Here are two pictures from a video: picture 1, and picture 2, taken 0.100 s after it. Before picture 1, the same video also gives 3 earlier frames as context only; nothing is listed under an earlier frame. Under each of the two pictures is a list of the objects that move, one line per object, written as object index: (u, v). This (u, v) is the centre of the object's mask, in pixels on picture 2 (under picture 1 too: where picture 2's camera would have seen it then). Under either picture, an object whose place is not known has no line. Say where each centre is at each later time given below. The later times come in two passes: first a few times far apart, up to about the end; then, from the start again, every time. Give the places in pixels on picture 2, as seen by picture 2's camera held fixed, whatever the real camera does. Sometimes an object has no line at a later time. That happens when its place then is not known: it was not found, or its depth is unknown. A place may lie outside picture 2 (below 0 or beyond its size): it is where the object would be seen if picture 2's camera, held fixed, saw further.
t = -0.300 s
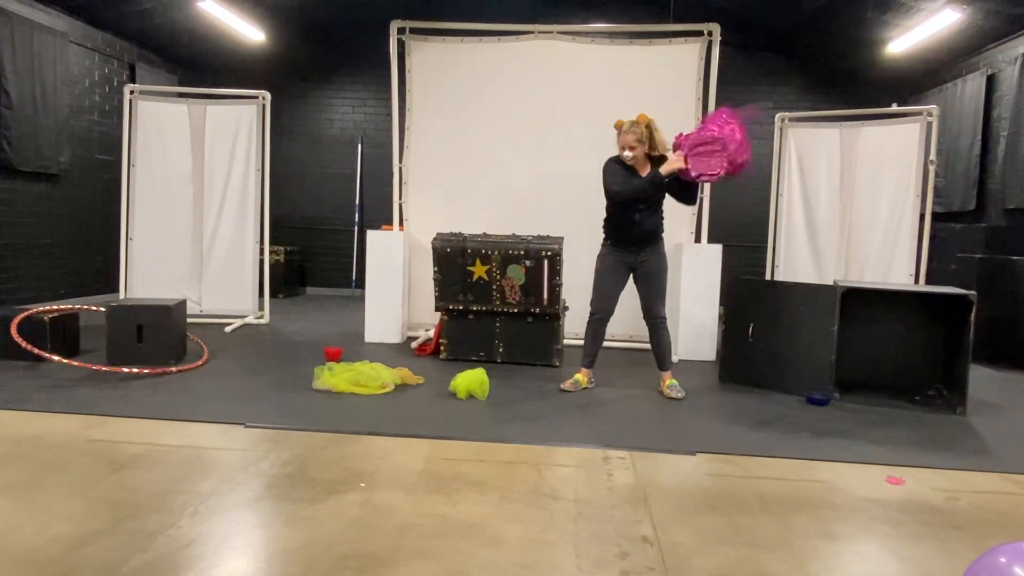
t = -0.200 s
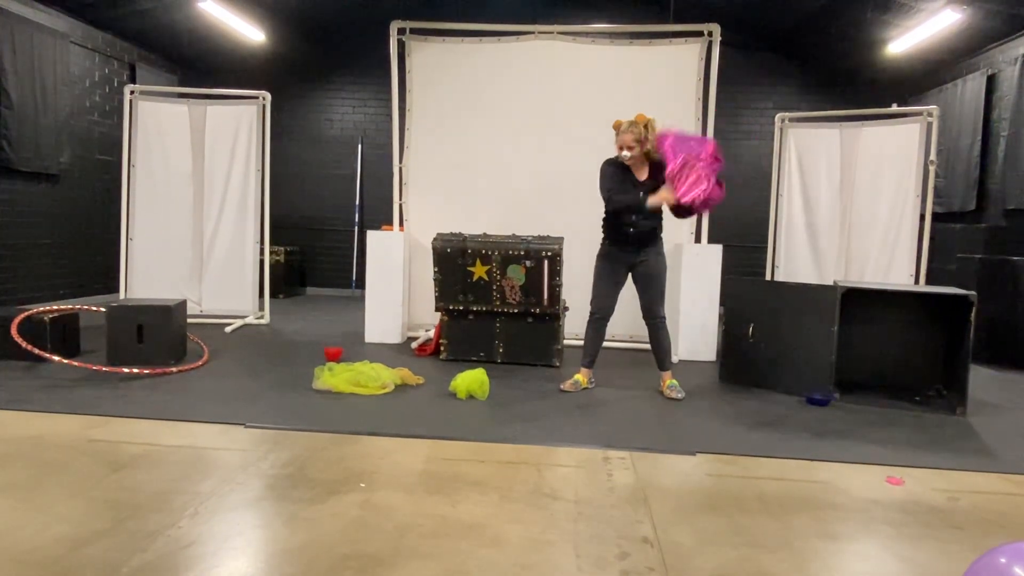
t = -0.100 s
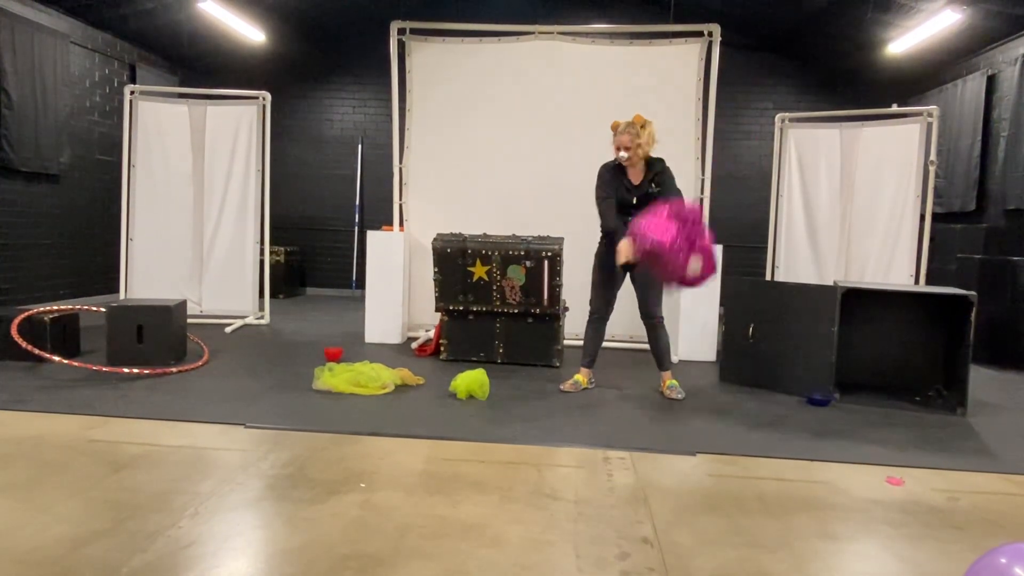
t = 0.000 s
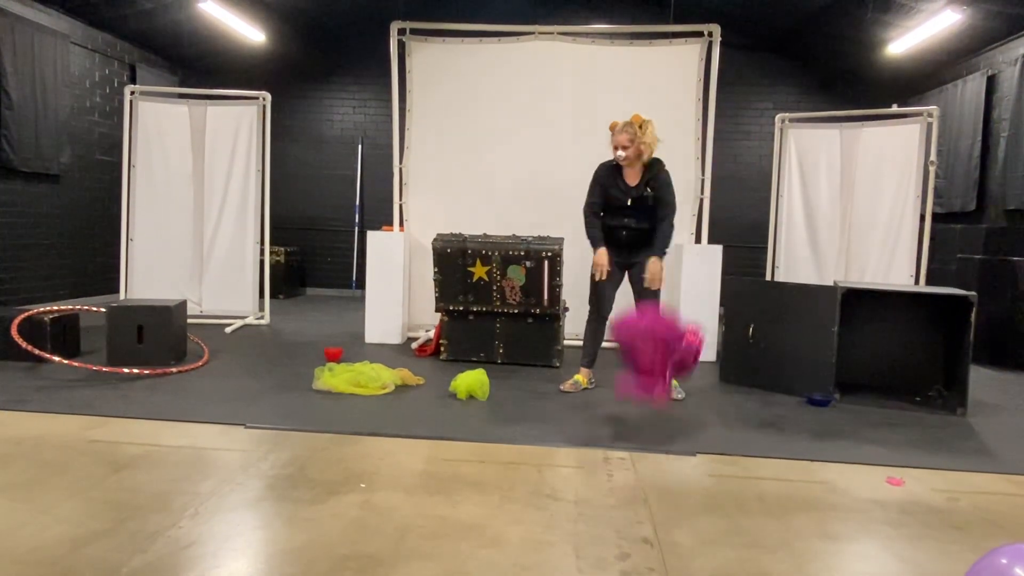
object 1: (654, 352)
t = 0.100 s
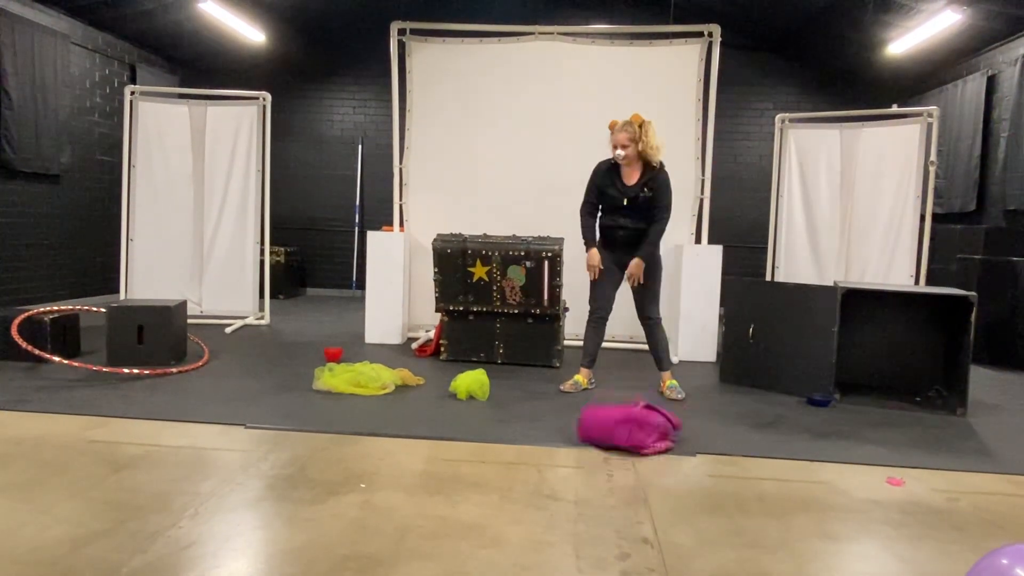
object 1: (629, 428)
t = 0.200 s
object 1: (621, 423)
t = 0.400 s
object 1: (605, 426)
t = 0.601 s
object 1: (604, 436)
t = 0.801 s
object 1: (608, 436)
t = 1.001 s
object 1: (612, 438)
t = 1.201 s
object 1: (612, 441)
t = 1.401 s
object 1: (612, 441)
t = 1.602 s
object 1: (612, 441)
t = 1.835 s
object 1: (612, 441)
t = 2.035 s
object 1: (612, 441)
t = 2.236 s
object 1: (612, 441)
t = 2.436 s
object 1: (612, 441)
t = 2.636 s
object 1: (612, 441)
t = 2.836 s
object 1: (612, 441)
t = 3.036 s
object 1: (612, 441)
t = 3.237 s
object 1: (612, 441)
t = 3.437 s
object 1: (612, 441)
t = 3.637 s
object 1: (612, 441)
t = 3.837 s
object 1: (612, 441)
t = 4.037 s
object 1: (612, 441)
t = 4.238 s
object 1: (611, 441)
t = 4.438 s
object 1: (612, 441)
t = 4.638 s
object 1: (612, 441)
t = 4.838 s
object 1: (611, 441)
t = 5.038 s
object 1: (611, 441)
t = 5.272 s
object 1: (612, 441)
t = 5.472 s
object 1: (611, 441)
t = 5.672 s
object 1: (611, 441)
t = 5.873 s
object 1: (612, 441)
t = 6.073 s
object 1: (611, 441)
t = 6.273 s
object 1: (612, 441)
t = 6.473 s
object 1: (612, 441)
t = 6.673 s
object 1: (612, 441)
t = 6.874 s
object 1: (612, 441)
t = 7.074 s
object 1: (611, 441)
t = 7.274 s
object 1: (611, 441)
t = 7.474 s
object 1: (610, 441)
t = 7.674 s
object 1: (611, 441)
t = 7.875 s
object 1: (612, 441)
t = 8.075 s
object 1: (612, 441)
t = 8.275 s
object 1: (612, 441)
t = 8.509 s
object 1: (611, 441)
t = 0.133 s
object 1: (628, 426)
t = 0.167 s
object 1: (625, 425)
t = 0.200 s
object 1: (621, 423)
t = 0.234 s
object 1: (618, 422)
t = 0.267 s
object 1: (615, 423)
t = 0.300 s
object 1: (613, 423)
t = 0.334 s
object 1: (610, 423)
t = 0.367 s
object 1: (608, 424)
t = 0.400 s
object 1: (605, 426)
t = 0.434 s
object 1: (603, 428)
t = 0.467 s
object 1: (602, 429)
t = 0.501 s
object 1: (602, 432)
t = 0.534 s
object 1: (603, 434)
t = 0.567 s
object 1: (604, 435)
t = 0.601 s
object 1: (604, 436)
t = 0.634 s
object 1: (605, 436)
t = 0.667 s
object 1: (606, 436)
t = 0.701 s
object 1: (606, 436)
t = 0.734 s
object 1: (607, 436)
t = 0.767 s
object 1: (608, 436)
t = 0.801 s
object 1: (608, 436)
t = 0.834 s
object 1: (609, 436)
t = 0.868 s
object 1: (610, 436)
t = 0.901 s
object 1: (611, 437)
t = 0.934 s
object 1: (611, 437)
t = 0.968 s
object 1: (611, 438)
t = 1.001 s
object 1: (612, 438)
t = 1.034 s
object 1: (612, 439)
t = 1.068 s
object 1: (612, 440)
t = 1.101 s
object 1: (612, 440)
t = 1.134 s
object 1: (612, 441)
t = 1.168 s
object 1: (612, 441)
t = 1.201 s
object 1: (612, 441)
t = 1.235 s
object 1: (612, 441)
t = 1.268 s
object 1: (612, 441)
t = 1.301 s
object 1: (612, 441)
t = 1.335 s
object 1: (612, 441)
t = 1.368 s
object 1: (612, 441)
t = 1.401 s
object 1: (612, 441)
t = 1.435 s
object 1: (612, 441)
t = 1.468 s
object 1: (613, 441)
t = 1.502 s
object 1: (612, 441)
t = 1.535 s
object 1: (612, 441)
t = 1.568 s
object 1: (612, 441)
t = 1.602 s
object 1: (612, 441)
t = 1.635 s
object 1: (612, 441)
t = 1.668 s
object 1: (612, 441)
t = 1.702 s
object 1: (612, 441)
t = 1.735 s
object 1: (612, 441)
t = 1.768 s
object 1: (612, 441)
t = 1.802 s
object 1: (612, 441)
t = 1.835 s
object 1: (612, 441)
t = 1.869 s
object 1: (612, 441)
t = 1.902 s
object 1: (612, 441)
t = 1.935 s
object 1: (612, 441)
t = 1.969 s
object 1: (612, 441)
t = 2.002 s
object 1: (612, 441)
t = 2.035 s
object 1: (612, 441)
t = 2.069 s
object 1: (612, 441)
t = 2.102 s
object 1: (612, 441)
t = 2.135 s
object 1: (612, 441)
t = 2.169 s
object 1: (612, 441)
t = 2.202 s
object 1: (612, 441)
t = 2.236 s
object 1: (612, 441)
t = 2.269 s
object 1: (612, 441)
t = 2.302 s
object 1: (612, 441)
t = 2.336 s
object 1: (612, 441)
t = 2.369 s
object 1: (612, 441)
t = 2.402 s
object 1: (612, 441)
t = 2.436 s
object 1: (612, 441)
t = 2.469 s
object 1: (612, 441)
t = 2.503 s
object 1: (612, 441)
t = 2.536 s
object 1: (612, 441)
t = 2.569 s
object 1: (612, 441)
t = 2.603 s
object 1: (612, 441)
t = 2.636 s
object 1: (612, 441)
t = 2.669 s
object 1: (612, 441)
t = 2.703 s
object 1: (612, 441)
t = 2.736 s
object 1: (612, 441)
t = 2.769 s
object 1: (612, 441)
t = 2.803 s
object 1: (612, 441)
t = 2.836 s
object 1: (612, 441)
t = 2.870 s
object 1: (612, 441)
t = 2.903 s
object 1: (612, 441)
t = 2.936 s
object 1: (612, 441)
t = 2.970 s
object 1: (612, 441)
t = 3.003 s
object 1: (612, 441)
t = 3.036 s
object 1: (612, 441)
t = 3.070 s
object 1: (612, 441)
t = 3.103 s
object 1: (612, 441)
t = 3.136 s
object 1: (612, 441)
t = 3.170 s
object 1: (612, 441)
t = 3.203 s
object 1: (612, 441)
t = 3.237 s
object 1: (612, 441)
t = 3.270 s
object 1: (612, 441)
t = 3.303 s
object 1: (612, 441)
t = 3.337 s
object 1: (612, 441)
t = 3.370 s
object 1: (612, 441)
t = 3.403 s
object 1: (612, 441)
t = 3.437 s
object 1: (612, 441)
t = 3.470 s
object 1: (612, 441)
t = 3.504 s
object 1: (612, 441)
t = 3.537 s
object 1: (612, 441)
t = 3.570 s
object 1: (612, 441)
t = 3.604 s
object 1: (612, 441)
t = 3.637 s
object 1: (612, 441)
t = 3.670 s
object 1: (612, 441)
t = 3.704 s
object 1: (612, 441)
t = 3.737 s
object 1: (612, 441)
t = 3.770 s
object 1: (612, 441)
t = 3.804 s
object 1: (612, 441)
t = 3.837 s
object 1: (612, 441)
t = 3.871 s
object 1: (612, 441)
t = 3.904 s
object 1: (612, 441)
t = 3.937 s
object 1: (611, 441)
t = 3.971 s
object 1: (611, 441)
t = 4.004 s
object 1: (611, 441)
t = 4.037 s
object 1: (612, 441)
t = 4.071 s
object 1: (612, 441)
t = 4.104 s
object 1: (612, 441)
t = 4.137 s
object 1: (612, 441)
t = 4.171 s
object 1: (612, 441)
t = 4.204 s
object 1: (612, 441)
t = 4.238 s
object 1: (611, 441)
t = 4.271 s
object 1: (612, 441)
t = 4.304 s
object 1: (612, 441)
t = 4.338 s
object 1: (612, 441)
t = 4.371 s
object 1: (612, 441)
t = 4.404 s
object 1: (612, 441)
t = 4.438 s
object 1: (612, 441)
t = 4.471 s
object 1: (612, 441)
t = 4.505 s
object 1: (611, 441)
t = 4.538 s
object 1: (612, 441)
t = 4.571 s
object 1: (612, 441)
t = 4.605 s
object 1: (612, 441)
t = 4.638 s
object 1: (612, 441)
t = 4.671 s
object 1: (612, 441)
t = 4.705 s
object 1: (612, 441)
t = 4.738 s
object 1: (611, 441)
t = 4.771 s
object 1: (611, 441)
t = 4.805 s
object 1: (611, 441)
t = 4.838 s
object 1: (611, 441)
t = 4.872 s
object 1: (611, 441)
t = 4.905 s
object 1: (611, 441)
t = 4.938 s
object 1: (611, 441)
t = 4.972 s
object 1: (611, 441)
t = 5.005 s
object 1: (611, 441)
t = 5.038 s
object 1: (611, 441)
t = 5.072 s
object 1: (611, 441)
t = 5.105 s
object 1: (611, 441)
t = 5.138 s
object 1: (611, 441)
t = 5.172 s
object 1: (611, 441)
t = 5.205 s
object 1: (612, 441)
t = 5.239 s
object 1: (612, 441)
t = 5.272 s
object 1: (612, 441)
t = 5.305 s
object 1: (612, 441)
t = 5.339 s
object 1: (612, 441)
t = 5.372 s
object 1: (611, 441)
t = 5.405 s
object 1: (612, 441)
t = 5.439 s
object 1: (612, 441)
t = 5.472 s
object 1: (611, 441)
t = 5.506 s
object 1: (611, 441)
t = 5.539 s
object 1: (611, 441)
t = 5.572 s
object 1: (611, 441)
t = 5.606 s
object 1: (611, 441)
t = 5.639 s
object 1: (611, 441)
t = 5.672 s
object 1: (611, 441)
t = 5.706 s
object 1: (611, 441)
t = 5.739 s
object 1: (611, 441)
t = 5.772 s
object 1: (611, 441)
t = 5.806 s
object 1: (612, 441)
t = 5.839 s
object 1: (612, 441)
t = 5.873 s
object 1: (612, 441)
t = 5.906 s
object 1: (612, 440)
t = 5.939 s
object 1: (612, 440)
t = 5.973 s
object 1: (612, 440)
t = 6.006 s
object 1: (612, 441)
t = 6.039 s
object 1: (612, 441)
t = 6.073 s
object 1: (611, 441)
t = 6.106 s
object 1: (611, 441)
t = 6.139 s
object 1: (611, 441)
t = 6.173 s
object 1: (611, 441)
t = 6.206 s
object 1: (611, 441)
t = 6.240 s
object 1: (612, 441)
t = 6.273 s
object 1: (612, 441)
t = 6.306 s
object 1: (612, 441)
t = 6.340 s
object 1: (611, 441)
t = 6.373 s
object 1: (611, 441)
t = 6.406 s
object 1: (612, 441)
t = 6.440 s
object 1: (612, 441)
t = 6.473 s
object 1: (612, 441)
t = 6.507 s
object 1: (612, 441)
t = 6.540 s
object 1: (612, 441)
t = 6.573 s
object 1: (612, 441)
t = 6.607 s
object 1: (612, 441)
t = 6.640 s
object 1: (612, 441)
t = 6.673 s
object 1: (612, 441)
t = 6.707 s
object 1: (612, 441)
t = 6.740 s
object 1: (611, 441)
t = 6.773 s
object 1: (611, 441)
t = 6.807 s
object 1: (611, 441)
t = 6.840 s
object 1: (612, 441)
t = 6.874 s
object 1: (612, 441)
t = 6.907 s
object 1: (611, 441)
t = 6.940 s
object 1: (611, 441)
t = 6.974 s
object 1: (611, 441)
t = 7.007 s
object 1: (611, 441)
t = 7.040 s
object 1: (611, 441)
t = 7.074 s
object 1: (611, 441)
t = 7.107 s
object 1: (611, 441)
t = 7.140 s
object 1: (611, 441)
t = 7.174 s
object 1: (611, 441)
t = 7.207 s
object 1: (611, 441)
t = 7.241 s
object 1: (611, 441)
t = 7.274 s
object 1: (611, 441)
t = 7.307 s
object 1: (611, 441)
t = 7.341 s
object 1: (610, 441)
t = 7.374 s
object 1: (611, 441)
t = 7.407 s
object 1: (611, 441)
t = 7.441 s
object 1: (610, 441)
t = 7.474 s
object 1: (610, 441)
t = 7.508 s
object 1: (610, 441)
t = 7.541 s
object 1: (611, 441)
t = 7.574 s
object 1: (611, 441)
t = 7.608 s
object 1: (611, 441)
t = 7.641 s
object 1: (611, 441)
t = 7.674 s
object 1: (611, 441)
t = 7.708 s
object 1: (611, 441)
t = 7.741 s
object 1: (611, 441)
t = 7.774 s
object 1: (611, 441)
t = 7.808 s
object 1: (611, 441)
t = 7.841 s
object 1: (611, 441)
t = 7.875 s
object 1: (612, 441)
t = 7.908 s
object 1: (612, 441)
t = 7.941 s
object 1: (612, 441)
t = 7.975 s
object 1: (612, 441)
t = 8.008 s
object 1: (612, 441)
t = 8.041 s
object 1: (612, 441)
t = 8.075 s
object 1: (612, 441)
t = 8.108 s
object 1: (612, 441)
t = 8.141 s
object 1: (612, 441)
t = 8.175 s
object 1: (612, 441)
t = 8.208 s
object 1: (612, 441)
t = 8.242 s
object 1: (612, 441)
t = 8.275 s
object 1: (612, 441)
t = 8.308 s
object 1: (612, 441)
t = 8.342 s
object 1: (611, 441)
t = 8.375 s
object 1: (612, 441)
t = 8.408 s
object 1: (611, 441)
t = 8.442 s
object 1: (612, 441)
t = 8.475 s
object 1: (612, 441)
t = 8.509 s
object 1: (611, 441)
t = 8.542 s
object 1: (611, 441)
